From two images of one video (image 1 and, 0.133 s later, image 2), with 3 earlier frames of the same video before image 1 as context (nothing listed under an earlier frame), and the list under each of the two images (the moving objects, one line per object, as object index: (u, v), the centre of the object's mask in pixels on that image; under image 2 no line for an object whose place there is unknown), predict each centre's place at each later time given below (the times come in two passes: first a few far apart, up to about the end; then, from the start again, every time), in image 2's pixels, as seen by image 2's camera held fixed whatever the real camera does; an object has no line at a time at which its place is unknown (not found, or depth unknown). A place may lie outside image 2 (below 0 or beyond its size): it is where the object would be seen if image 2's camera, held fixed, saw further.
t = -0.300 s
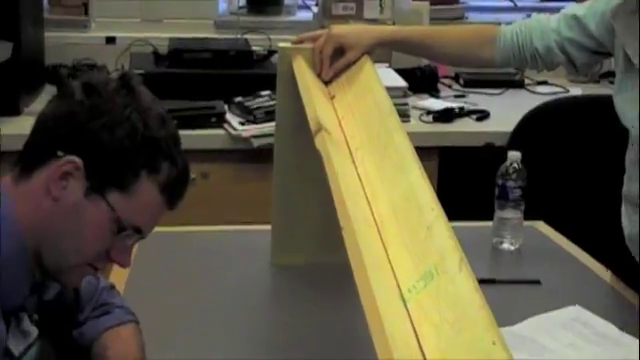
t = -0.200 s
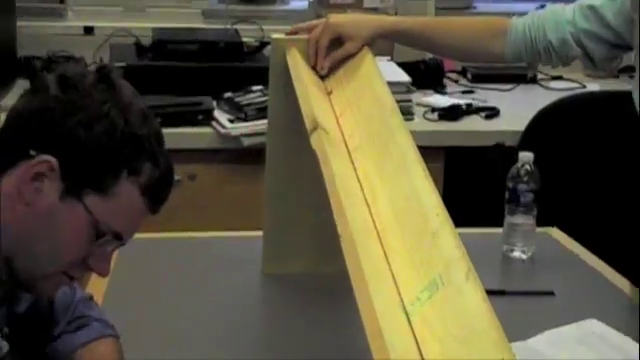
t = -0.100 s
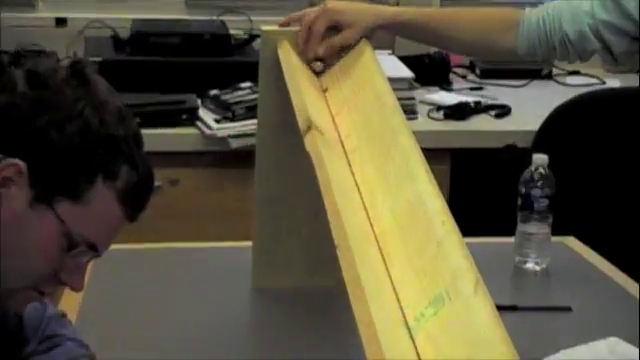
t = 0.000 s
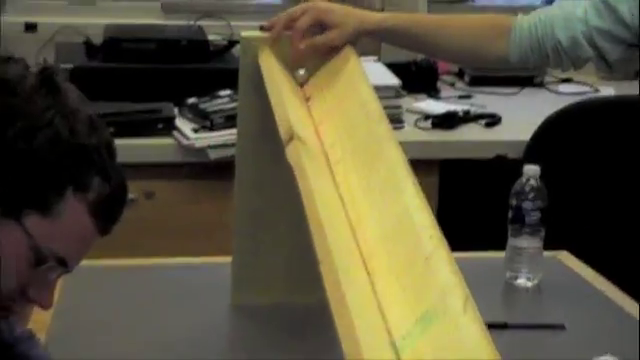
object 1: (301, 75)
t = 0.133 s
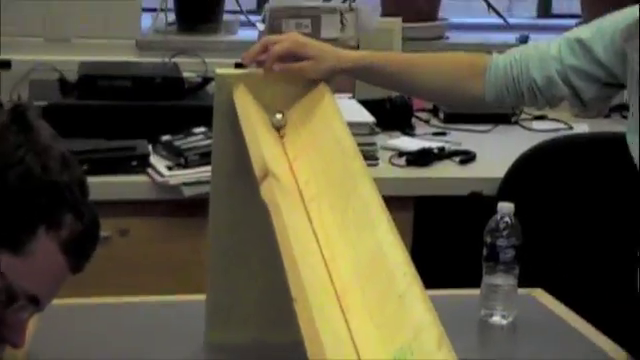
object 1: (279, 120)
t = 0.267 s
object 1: (282, 131)
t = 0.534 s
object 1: (296, 168)
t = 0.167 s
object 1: (279, 122)
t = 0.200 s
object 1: (280, 125)
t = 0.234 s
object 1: (281, 127)
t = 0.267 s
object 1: (282, 131)
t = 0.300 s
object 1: (284, 135)
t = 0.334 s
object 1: (286, 139)
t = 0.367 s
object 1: (287, 143)
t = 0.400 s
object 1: (289, 147)
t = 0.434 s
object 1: (291, 152)
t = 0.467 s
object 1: (292, 158)
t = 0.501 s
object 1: (294, 163)
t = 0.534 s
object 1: (296, 168)
